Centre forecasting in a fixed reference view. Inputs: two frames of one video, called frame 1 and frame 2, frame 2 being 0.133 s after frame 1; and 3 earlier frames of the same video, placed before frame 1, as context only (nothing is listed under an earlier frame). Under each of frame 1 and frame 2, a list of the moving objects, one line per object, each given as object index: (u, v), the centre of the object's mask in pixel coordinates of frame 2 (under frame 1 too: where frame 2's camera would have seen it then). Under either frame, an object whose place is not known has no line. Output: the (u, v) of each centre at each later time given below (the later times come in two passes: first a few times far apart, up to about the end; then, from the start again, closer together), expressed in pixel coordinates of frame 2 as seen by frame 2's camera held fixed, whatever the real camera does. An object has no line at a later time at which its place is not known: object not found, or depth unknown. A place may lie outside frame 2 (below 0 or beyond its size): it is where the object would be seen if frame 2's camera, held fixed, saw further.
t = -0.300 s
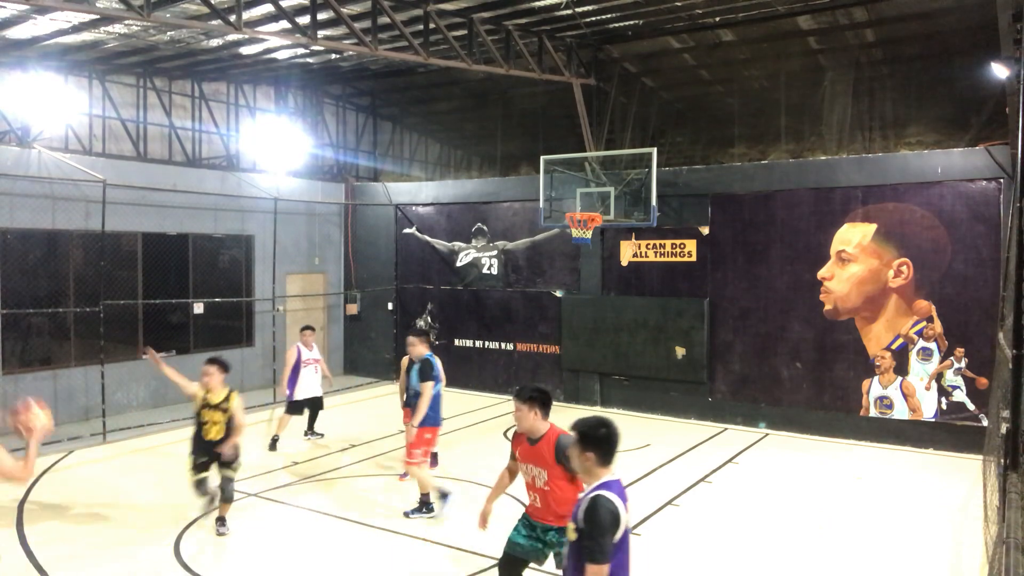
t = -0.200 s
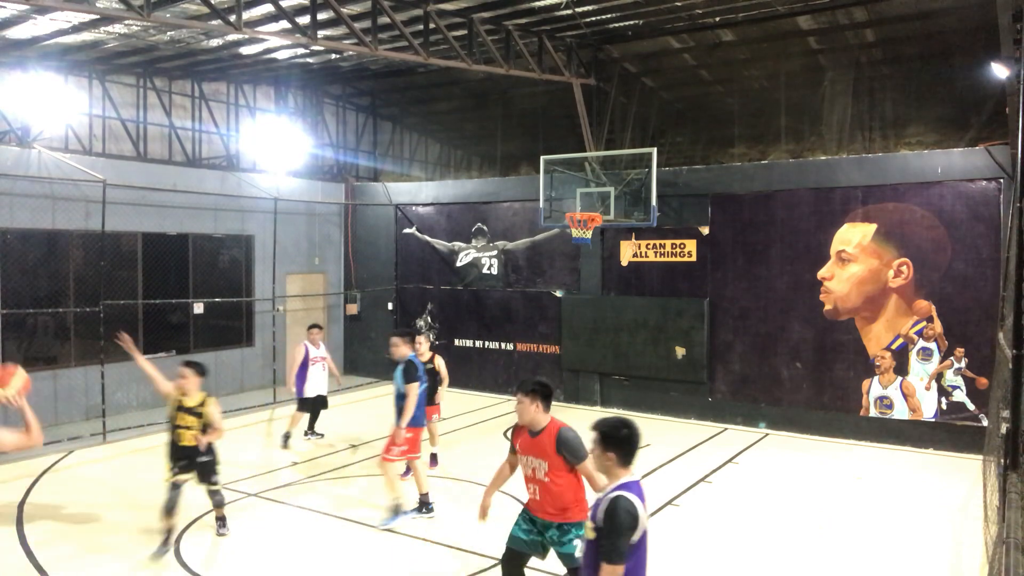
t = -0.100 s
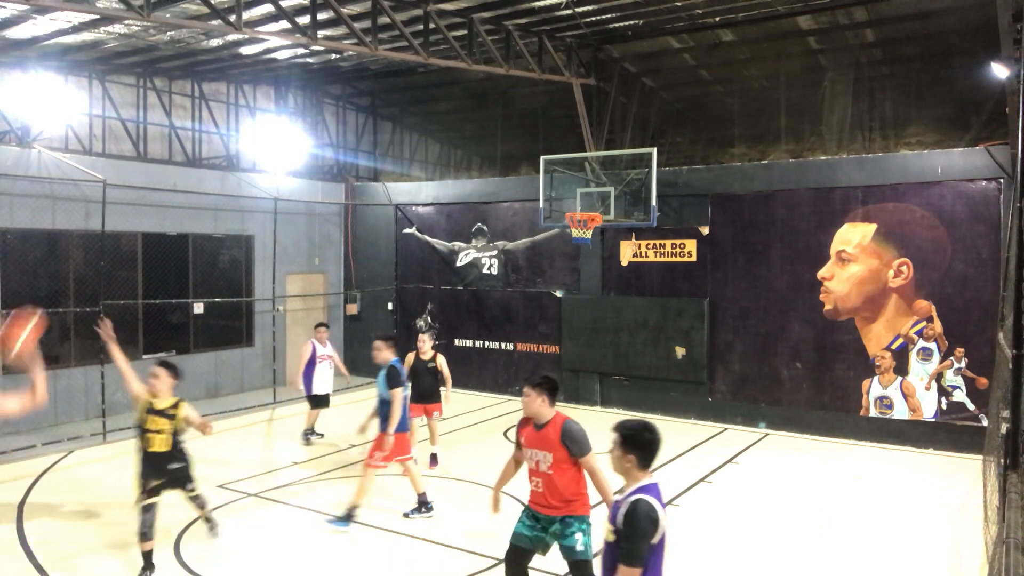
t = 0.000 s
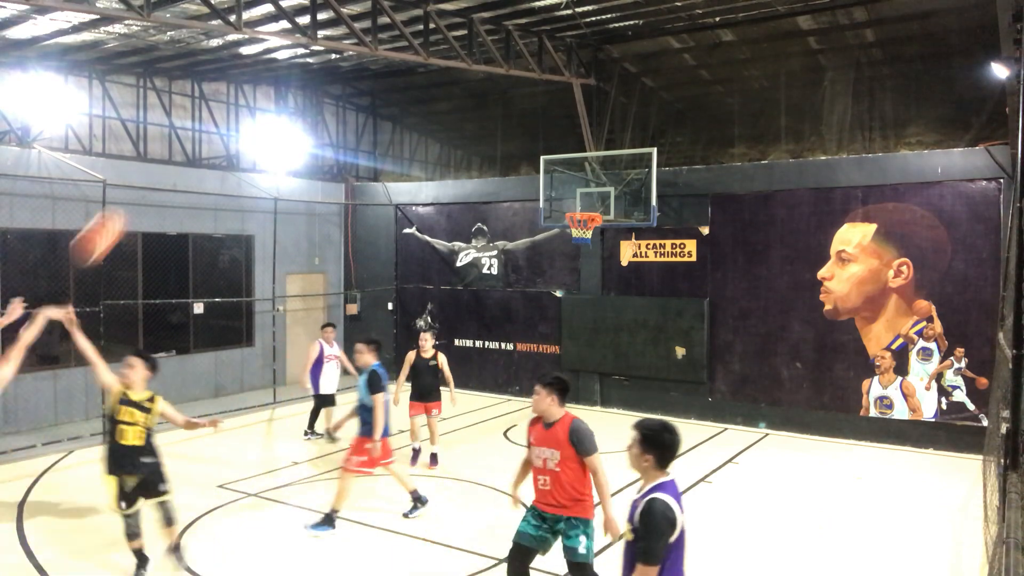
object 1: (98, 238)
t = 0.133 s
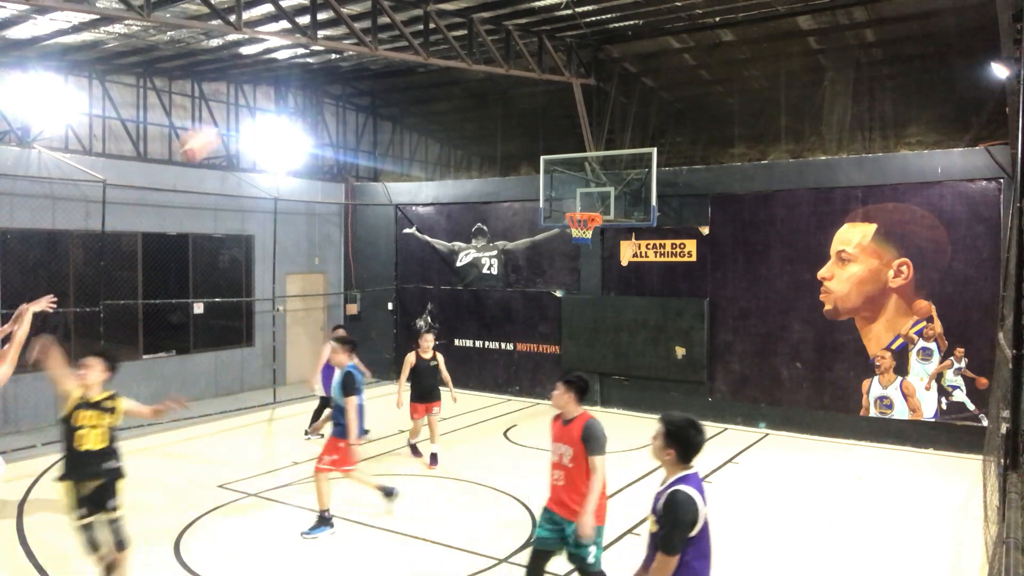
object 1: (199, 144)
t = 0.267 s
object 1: (278, 87)
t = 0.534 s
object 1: (397, 57)
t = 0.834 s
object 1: (491, 102)
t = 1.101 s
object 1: (554, 185)
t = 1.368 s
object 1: (511, 191)
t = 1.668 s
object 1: (419, 218)
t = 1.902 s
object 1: (340, 292)
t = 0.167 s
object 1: (220, 125)
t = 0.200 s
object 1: (241, 111)
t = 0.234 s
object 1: (260, 97)
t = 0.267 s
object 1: (278, 87)
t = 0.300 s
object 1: (295, 78)
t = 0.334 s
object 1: (311, 72)
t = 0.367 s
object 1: (327, 67)
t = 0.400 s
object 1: (342, 62)
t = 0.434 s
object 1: (356, 60)
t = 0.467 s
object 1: (371, 58)
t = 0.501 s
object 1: (384, 57)
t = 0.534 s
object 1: (397, 57)
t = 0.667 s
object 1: (443, 69)
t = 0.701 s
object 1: (453, 75)
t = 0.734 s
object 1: (463, 81)
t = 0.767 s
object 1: (473, 87)
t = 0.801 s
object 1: (482, 95)
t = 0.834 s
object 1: (491, 102)
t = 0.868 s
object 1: (500, 111)
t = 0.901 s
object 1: (508, 120)
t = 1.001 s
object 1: (532, 150)
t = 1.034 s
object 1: (539, 160)
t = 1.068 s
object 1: (547, 173)
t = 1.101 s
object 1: (554, 185)
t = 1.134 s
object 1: (560, 197)
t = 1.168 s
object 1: (565, 208)
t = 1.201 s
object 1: (559, 206)
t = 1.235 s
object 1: (550, 202)
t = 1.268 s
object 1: (540, 197)
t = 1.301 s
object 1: (530, 195)
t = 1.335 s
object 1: (521, 192)
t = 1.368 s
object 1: (511, 191)
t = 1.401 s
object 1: (502, 191)
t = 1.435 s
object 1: (492, 191)
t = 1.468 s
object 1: (482, 192)
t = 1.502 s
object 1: (471, 194)
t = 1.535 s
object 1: (462, 197)
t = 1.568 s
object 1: (452, 201)
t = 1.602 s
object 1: (440, 206)
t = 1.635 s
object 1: (430, 211)
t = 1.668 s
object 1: (419, 218)
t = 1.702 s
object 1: (407, 226)
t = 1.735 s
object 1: (396, 235)
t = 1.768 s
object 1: (386, 244)
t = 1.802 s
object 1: (375, 255)
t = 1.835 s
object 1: (363, 267)
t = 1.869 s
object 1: (353, 278)
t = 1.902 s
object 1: (340, 292)
